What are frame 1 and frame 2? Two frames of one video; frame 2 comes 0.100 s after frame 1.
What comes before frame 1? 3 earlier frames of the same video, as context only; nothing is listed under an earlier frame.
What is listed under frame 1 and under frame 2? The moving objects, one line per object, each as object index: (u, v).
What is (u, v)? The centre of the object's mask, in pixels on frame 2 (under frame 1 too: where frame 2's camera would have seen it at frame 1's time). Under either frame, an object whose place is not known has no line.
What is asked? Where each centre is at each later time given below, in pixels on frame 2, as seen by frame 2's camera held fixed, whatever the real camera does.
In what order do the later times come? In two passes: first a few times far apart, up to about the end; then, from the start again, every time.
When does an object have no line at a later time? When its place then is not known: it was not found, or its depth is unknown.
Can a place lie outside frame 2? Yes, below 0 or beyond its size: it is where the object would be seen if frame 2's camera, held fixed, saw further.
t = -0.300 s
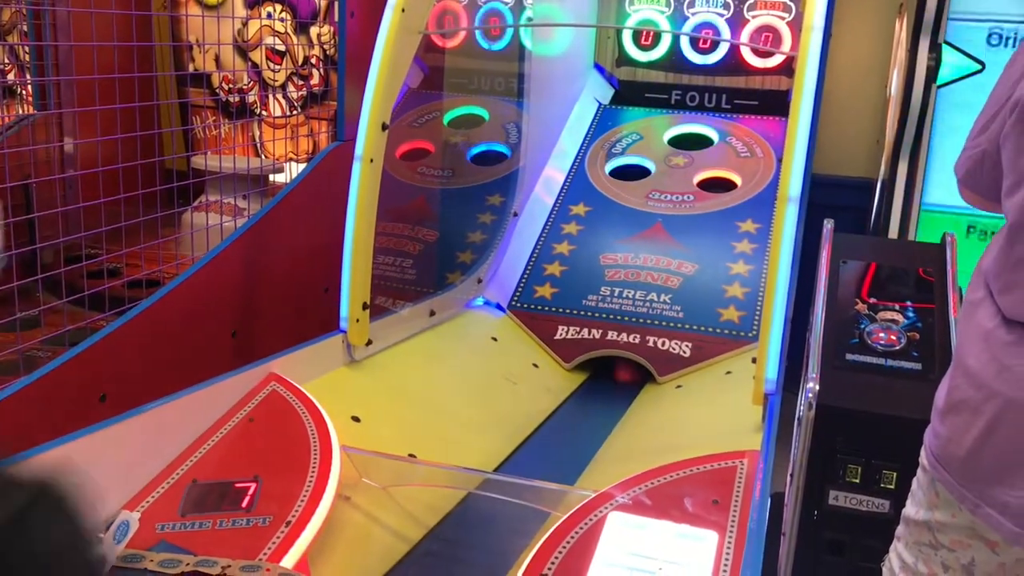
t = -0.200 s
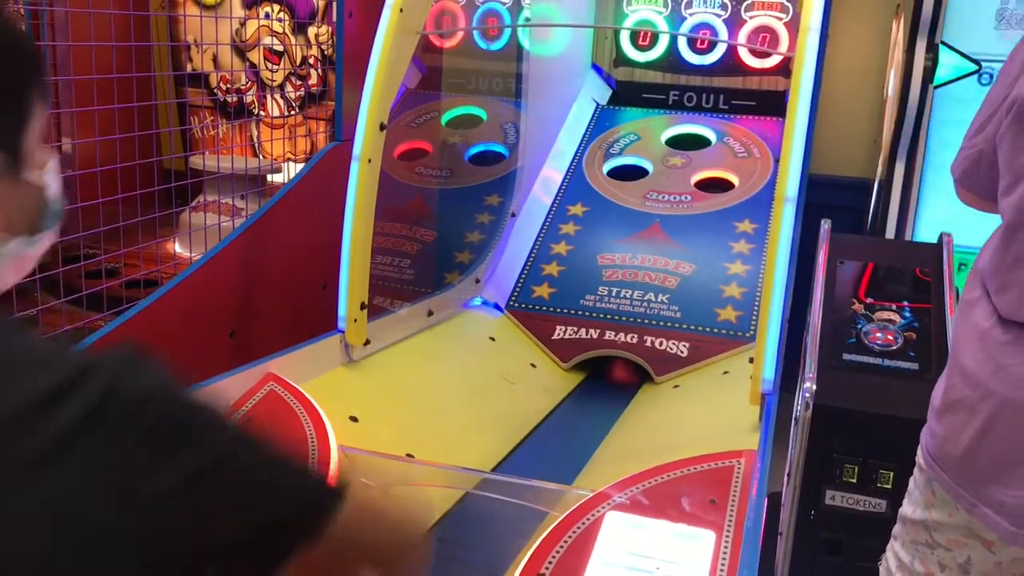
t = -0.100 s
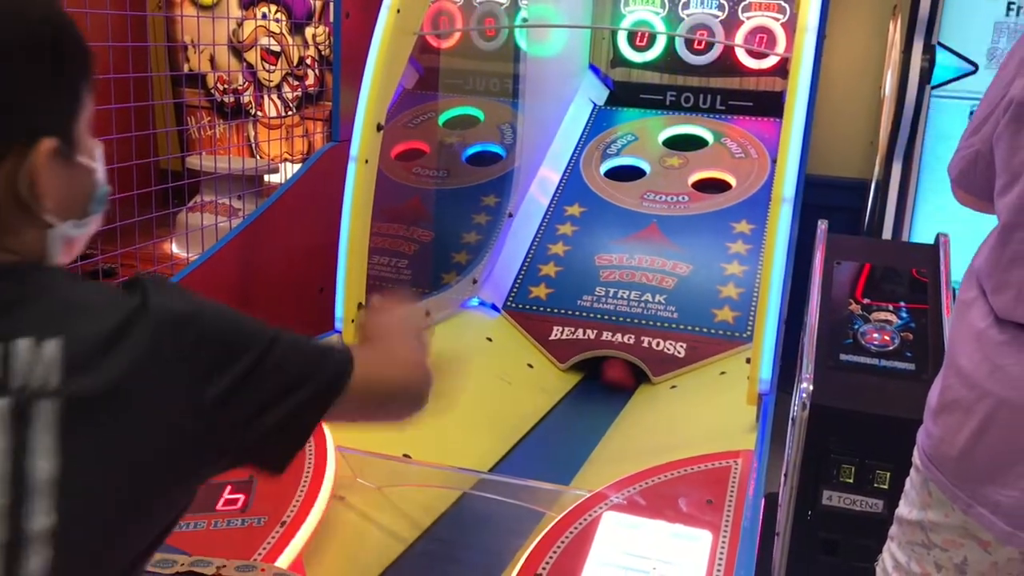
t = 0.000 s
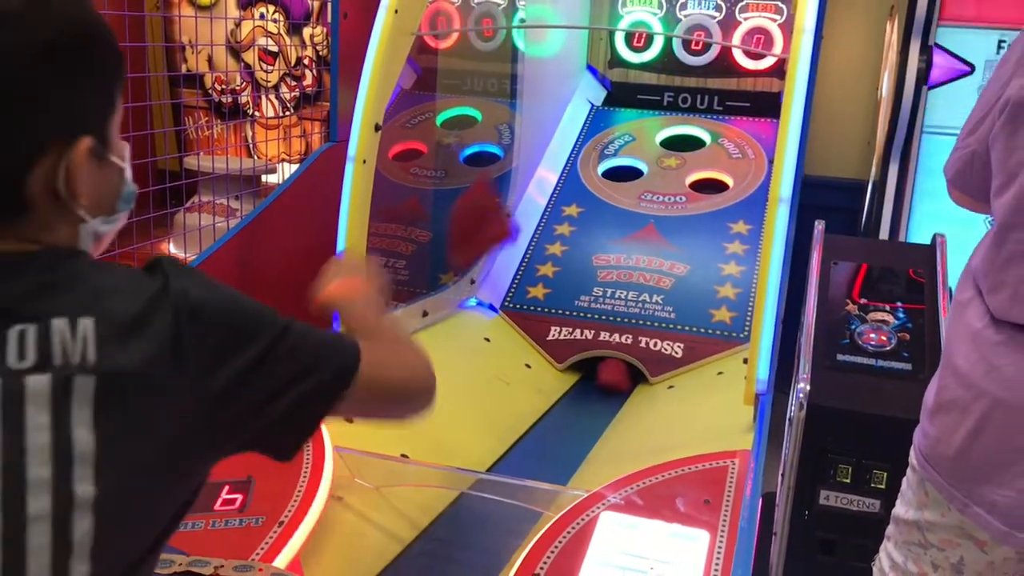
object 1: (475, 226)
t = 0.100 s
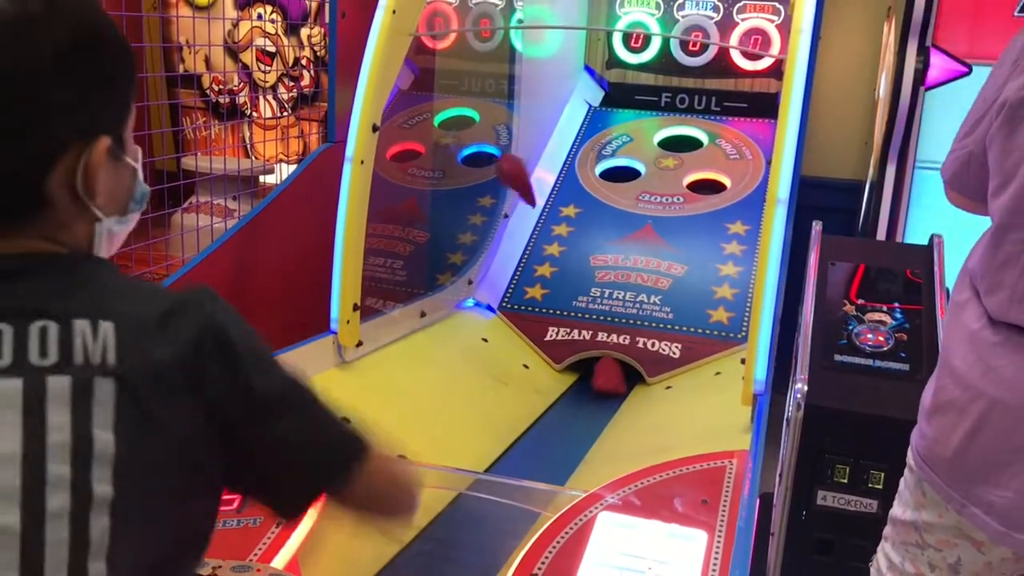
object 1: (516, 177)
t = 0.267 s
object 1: (548, 205)
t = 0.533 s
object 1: (576, 173)
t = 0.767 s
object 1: (577, 171)
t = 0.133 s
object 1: (525, 175)
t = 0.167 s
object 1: (532, 175)
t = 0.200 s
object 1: (539, 180)
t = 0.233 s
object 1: (543, 191)
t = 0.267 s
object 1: (548, 205)
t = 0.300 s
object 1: (551, 217)
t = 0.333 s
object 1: (559, 214)
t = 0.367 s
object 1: (564, 204)
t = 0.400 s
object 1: (568, 194)
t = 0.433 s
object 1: (571, 188)
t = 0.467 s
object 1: (574, 182)
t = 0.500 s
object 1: (575, 177)
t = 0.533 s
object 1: (576, 173)
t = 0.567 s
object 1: (578, 170)
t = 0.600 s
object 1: (578, 169)
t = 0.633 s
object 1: (578, 169)
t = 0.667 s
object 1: (578, 169)
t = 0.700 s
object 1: (578, 169)
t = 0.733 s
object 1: (577, 170)
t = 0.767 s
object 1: (577, 171)
